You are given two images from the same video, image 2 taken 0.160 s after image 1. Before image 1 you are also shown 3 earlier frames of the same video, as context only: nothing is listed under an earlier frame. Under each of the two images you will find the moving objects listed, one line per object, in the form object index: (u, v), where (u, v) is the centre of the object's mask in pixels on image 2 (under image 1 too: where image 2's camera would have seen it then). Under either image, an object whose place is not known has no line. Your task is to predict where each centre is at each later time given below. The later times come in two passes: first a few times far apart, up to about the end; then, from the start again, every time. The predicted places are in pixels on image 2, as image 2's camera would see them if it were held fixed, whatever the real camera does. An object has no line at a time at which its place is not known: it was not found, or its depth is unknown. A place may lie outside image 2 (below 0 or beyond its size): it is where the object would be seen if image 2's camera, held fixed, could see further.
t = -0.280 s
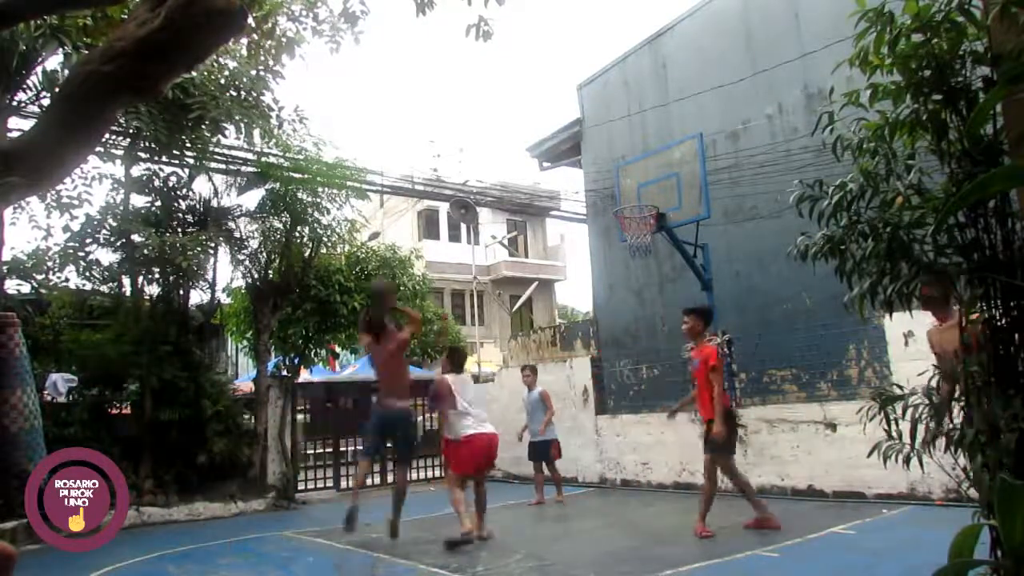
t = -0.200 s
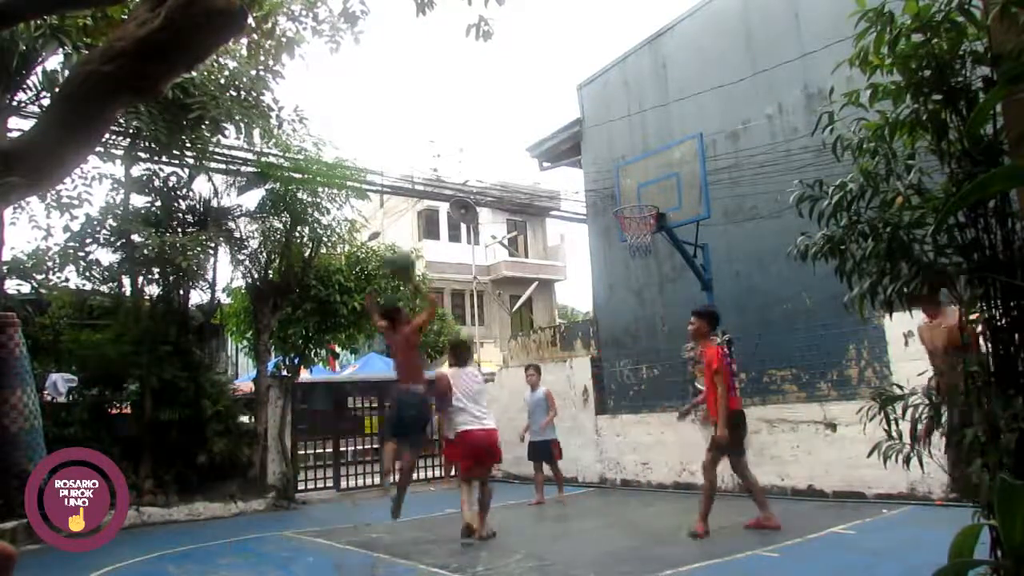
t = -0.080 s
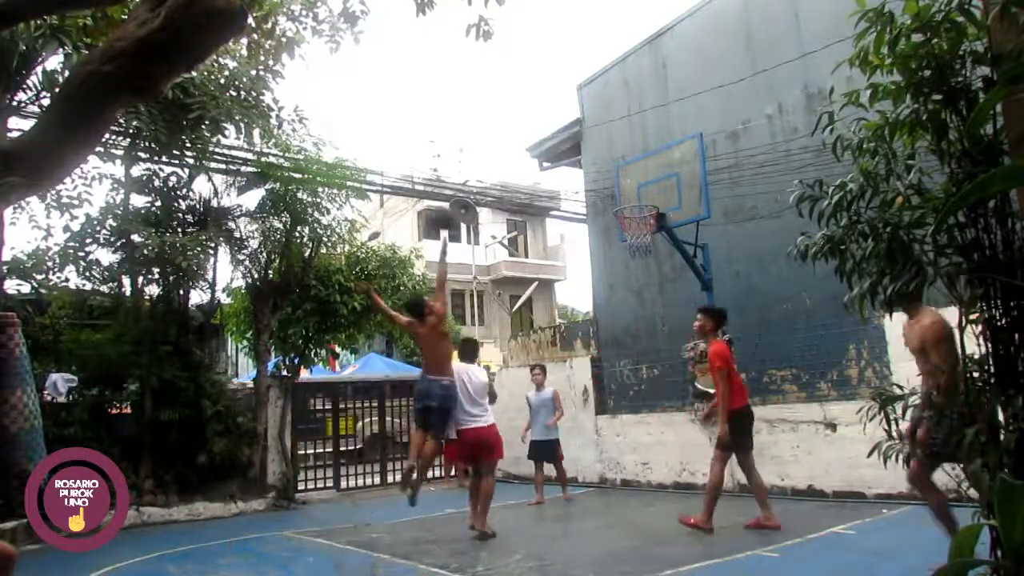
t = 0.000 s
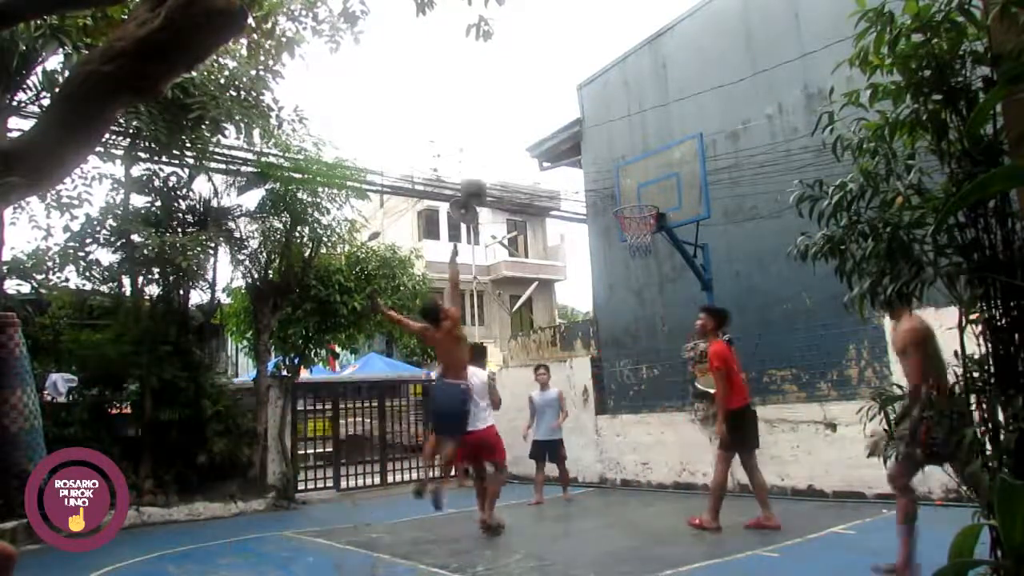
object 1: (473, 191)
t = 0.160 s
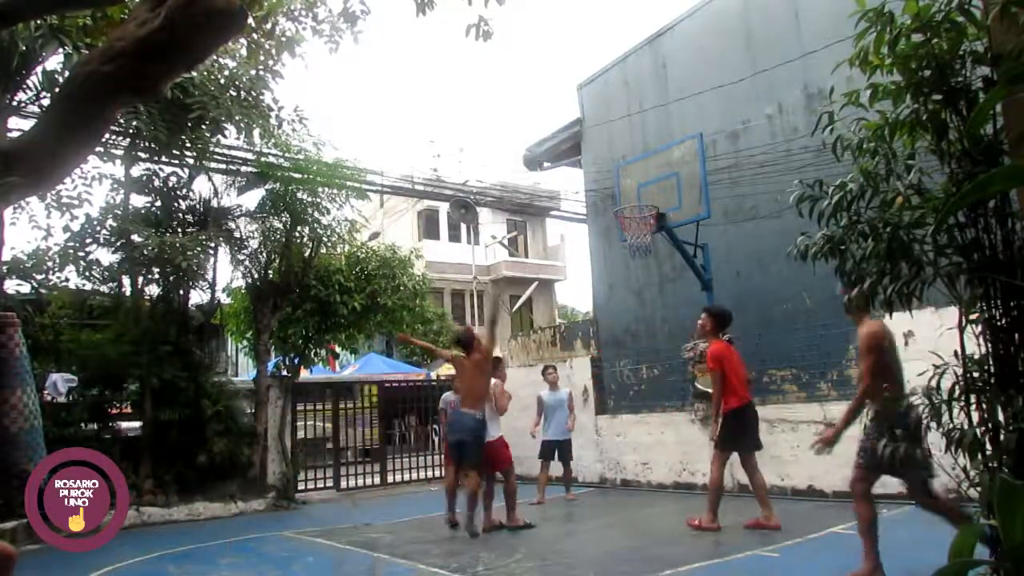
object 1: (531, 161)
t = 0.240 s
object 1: (557, 152)
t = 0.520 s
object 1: (647, 190)
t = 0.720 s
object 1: (629, 227)
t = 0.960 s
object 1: (628, 248)
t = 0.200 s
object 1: (546, 156)
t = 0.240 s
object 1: (557, 152)
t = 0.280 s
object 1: (573, 157)
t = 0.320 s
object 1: (587, 160)
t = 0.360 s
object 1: (599, 162)
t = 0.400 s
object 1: (612, 168)
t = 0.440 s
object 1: (624, 174)
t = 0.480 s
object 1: (636, 182)
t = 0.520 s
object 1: (647, 190)
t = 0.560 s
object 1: (652, 197)
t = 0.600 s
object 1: (646, 205)
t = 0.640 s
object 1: (638, 213)
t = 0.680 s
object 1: (631, 222)
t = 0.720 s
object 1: (629, 227)
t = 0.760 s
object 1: (628, 228)
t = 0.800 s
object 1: (627, 229)
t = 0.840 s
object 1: (626, 233)
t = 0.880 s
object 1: (626, 236)
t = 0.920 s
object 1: (627, 242)
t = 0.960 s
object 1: (628, 248)
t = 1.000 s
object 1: (629, 256)
